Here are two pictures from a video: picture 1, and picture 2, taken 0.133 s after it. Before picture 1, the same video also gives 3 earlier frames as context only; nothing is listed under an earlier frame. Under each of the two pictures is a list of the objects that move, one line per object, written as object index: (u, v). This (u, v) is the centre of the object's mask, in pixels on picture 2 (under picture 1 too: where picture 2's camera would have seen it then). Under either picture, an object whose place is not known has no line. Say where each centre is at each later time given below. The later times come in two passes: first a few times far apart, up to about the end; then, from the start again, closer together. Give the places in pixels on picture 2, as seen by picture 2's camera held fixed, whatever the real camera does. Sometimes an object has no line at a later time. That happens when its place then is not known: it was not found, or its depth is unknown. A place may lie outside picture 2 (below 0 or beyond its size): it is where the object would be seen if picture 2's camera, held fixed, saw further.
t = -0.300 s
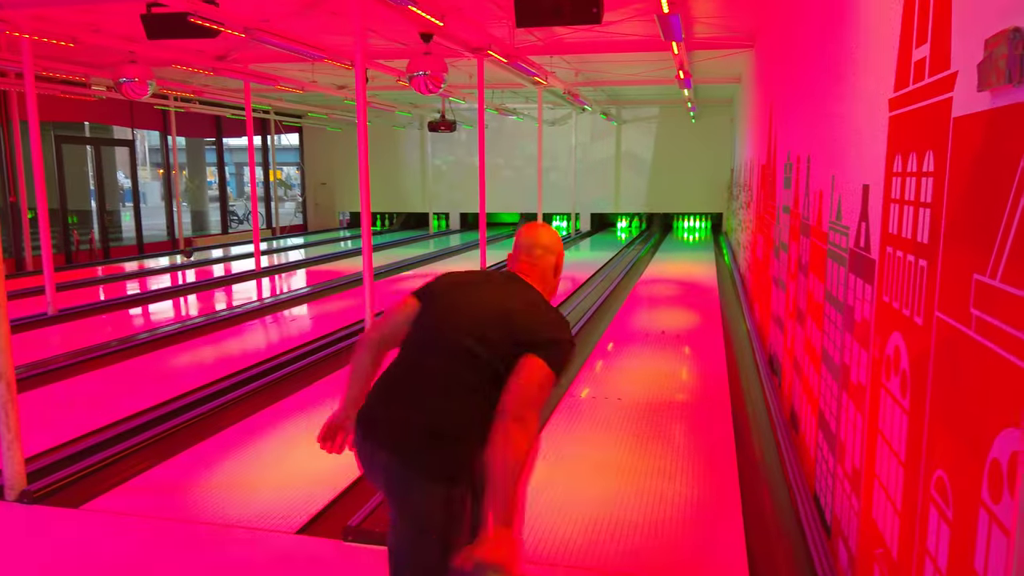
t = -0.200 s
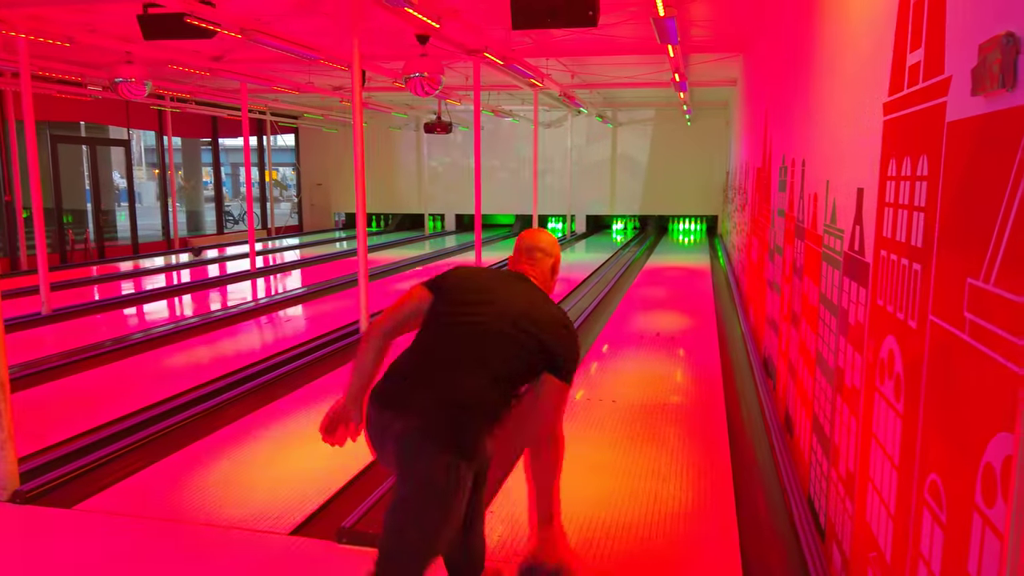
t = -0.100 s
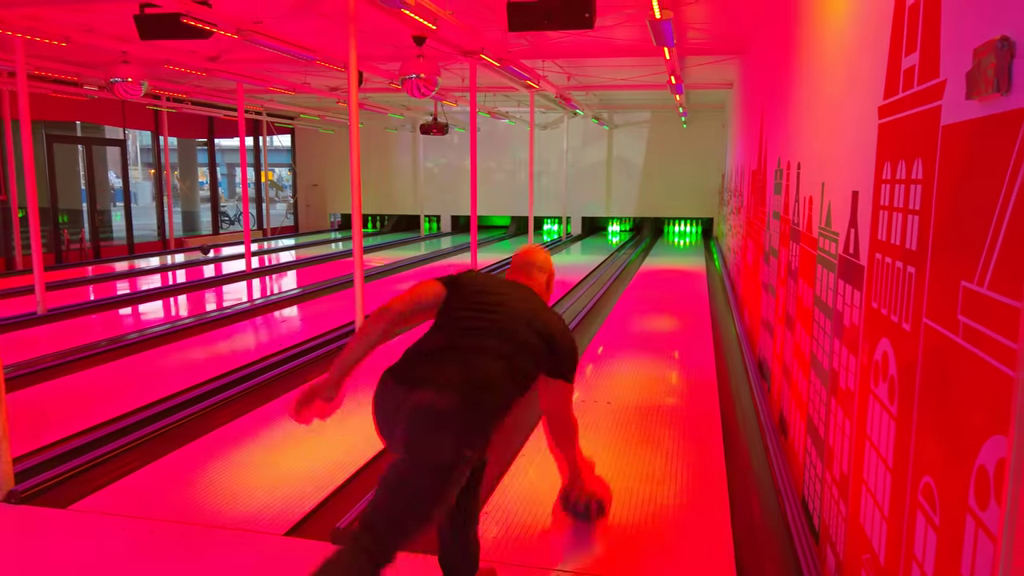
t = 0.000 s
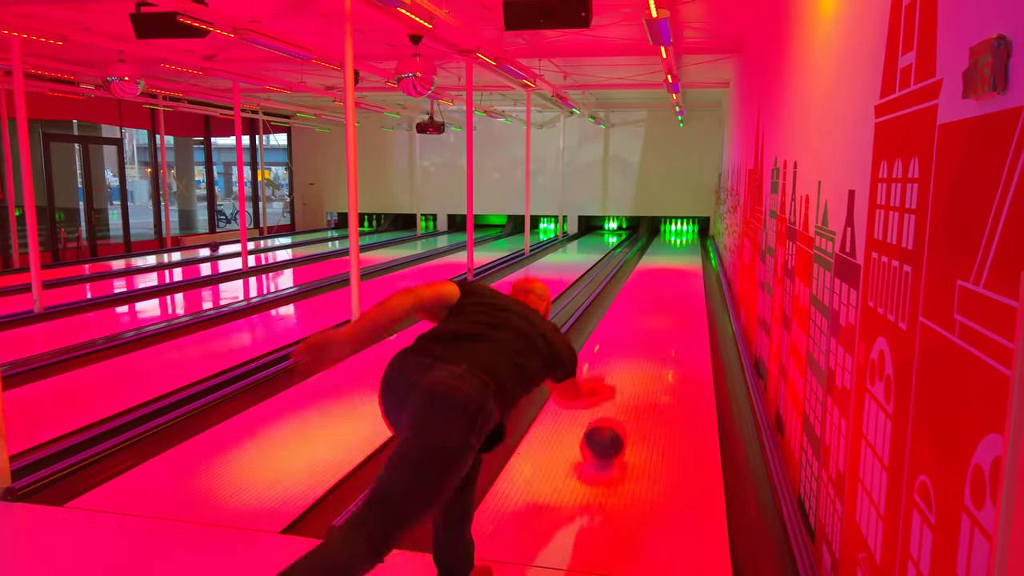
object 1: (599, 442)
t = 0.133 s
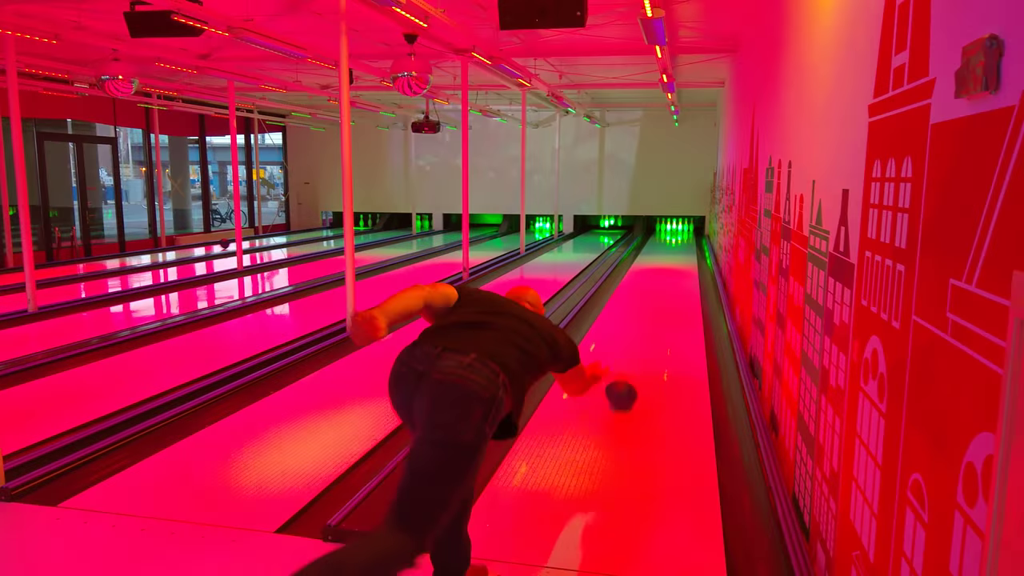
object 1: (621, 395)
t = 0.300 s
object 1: (638, 351)
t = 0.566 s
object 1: (654, 311)
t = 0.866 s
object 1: (664, 283)
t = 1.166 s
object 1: (671, 265)
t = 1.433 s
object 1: (676, 255)
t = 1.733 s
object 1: (679, 246)
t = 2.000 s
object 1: (680, 240)
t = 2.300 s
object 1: (682, 234)
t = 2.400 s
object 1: (681, 232)
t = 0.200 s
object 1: (629, 375)
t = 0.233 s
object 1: (632, 367)
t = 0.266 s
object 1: (635, 359)
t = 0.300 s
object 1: (638, 351)
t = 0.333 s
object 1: (641, 345)
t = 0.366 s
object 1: (642, 339)
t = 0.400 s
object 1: (645, 333)
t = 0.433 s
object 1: (647, 328)
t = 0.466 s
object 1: (649, 323)
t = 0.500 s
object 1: (651, 319)
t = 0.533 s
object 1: (652, 314)
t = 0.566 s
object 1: (654, 311)
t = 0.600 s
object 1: (655, 307)
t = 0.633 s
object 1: (657, 303)
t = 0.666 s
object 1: (658, 300)
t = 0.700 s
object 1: (659, 297)
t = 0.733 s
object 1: (661, 294)
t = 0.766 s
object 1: (661, 291)
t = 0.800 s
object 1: (663, 288)
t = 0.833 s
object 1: (663, 285)
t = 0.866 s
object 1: (664, 283)
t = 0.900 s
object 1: (665, 280)
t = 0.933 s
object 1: (666, 278)
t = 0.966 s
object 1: (667, 276)
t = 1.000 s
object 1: (668, 274)
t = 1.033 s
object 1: (669, 272)
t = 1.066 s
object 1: (669, 271)
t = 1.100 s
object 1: (670, 268)
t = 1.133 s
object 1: (671, 266)
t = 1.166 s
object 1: (671, 265)
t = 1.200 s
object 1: (672, 264)
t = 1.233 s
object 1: (673, 262)
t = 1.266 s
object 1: (673, 261)
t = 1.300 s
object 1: (674, 260)
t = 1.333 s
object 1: (675, 258)
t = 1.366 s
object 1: (675, 257)
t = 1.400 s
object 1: (676, 256)
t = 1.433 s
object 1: (676, 255)
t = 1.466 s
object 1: (676, 254)
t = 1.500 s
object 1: (677, 253)
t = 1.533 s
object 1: (677, 252)
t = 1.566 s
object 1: (678, 251)
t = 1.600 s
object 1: (678, 249)
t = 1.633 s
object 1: (679, 248)
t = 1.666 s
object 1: (678, 247)
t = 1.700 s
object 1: (679, 246)
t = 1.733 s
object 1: (679, 246)
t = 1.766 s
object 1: (679, 245)
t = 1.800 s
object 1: (679, 244)
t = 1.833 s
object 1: (679, 244)
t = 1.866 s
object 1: (680, 243)
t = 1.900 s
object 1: (680, 242)
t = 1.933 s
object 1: (680, 241)
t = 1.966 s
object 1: (680, 241)
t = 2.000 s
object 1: (680, 240)
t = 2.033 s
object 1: (681, 239)
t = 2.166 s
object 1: (681, 236)
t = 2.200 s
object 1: (681, 236)
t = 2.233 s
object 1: (681, 235)
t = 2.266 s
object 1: (682, 234)
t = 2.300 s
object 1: (682, 234)
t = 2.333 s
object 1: (682, 233)
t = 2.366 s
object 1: (681, 233)
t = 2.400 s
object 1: (681, 232)
